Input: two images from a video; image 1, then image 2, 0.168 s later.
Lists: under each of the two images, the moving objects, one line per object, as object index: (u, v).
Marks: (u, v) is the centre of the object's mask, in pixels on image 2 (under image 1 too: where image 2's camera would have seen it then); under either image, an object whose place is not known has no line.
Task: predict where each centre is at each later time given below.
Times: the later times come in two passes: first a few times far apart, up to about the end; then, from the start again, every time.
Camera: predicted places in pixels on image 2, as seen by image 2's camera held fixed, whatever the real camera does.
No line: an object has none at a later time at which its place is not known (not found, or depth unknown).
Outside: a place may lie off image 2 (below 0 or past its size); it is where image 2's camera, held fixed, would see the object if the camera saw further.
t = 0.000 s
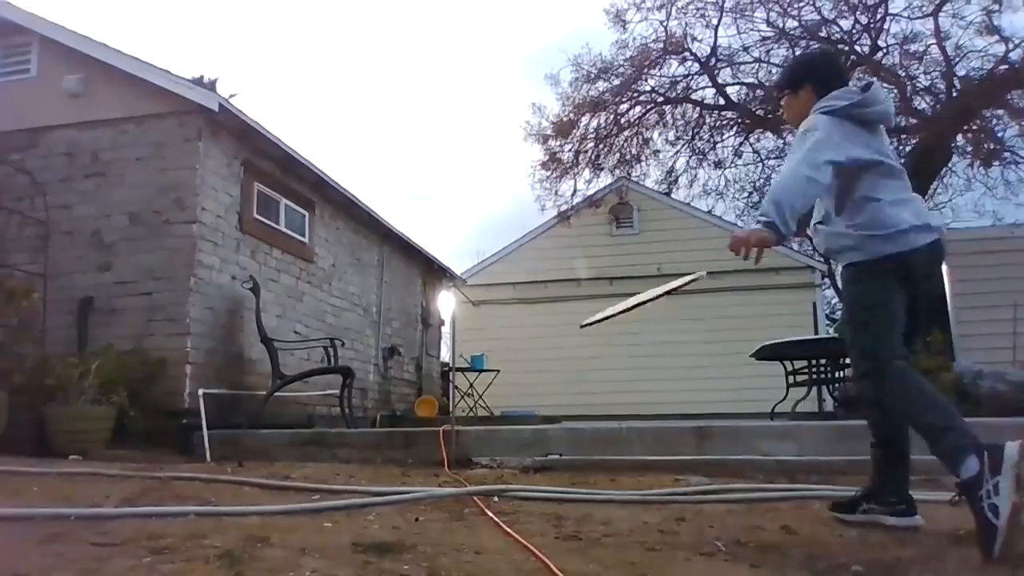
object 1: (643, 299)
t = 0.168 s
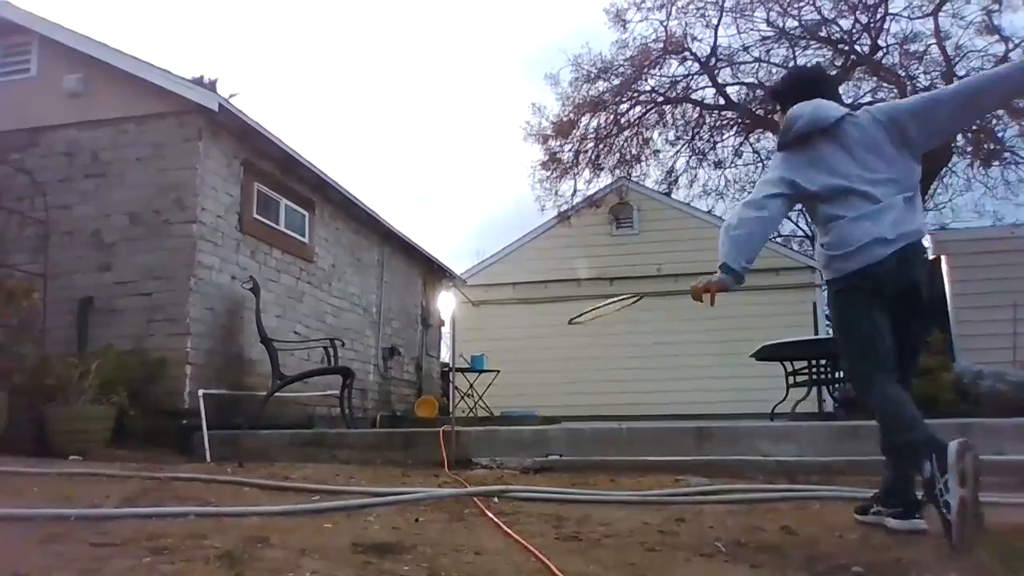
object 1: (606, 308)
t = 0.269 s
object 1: (591, 312)
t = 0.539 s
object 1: (572, 328)
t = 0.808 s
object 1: (571, 337)
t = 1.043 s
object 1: (515, 315)
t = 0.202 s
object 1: (601, 310)
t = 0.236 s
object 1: (596, 311)
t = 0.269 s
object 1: (591, 312)
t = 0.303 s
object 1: (589, 314)
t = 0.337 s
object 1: (585, 316)
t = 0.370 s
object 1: (582, 318)
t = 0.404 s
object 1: (579, 320)
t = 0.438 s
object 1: (577, 322)
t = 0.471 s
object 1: (574, 324)
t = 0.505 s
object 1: (573, 326)
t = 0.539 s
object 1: (572, 328)
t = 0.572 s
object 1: (571, 330)
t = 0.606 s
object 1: (571, 332)
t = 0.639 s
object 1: (570, 334)
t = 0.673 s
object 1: (570, 335)
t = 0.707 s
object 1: (571, 336)
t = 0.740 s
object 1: (571, 338)
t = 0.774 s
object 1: (574, 340)
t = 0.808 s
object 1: (571, 337)
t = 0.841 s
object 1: (561, 334)
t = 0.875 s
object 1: (553, 330)
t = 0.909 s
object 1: (547, 326)
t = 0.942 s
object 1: (539, 324)
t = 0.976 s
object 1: (531, 321)
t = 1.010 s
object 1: (523, 318)
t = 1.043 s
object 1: (515, 315)
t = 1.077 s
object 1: (509, 313)
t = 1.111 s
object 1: (501, 311)
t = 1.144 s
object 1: (492, 310)
